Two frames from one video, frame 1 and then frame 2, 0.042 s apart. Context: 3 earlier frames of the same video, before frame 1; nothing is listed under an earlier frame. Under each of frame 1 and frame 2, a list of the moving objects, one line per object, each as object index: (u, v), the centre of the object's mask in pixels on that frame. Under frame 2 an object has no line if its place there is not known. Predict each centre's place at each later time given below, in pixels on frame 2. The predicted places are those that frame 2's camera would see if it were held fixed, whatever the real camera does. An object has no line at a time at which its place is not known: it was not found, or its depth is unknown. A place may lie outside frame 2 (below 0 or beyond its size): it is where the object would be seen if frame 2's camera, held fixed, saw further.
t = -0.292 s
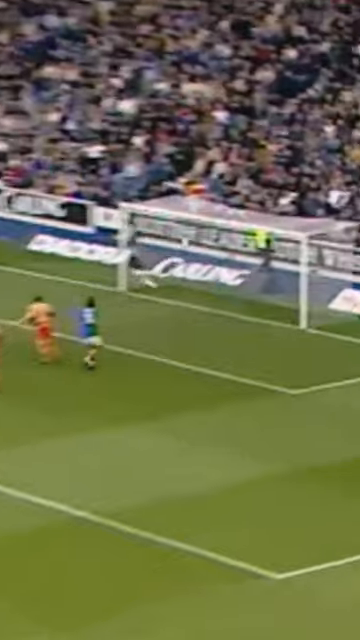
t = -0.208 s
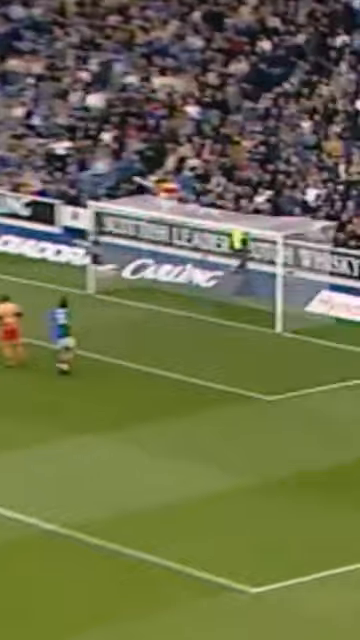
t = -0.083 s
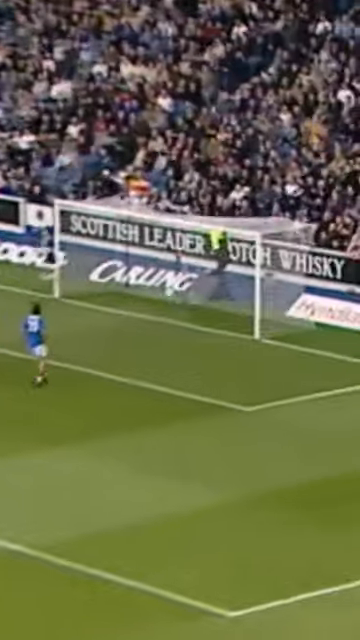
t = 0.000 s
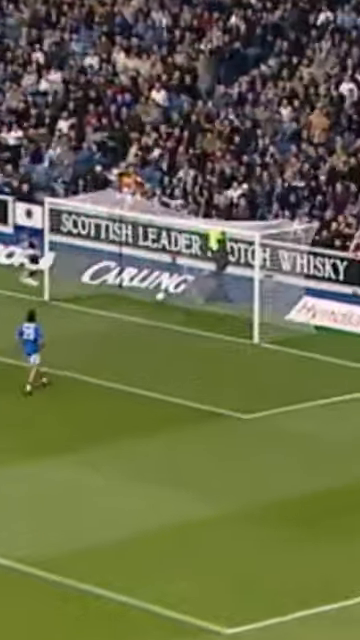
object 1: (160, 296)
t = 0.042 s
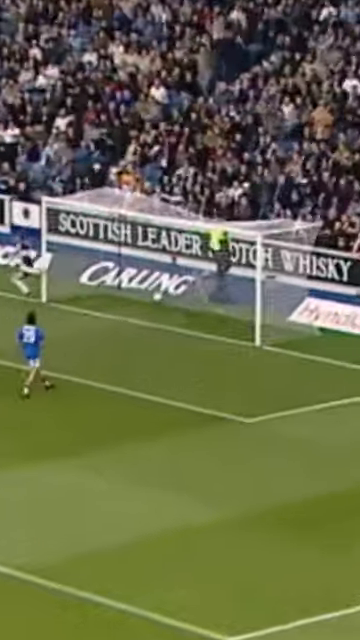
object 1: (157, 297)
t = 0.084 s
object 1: (154, 296)
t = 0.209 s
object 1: (148, 299)
